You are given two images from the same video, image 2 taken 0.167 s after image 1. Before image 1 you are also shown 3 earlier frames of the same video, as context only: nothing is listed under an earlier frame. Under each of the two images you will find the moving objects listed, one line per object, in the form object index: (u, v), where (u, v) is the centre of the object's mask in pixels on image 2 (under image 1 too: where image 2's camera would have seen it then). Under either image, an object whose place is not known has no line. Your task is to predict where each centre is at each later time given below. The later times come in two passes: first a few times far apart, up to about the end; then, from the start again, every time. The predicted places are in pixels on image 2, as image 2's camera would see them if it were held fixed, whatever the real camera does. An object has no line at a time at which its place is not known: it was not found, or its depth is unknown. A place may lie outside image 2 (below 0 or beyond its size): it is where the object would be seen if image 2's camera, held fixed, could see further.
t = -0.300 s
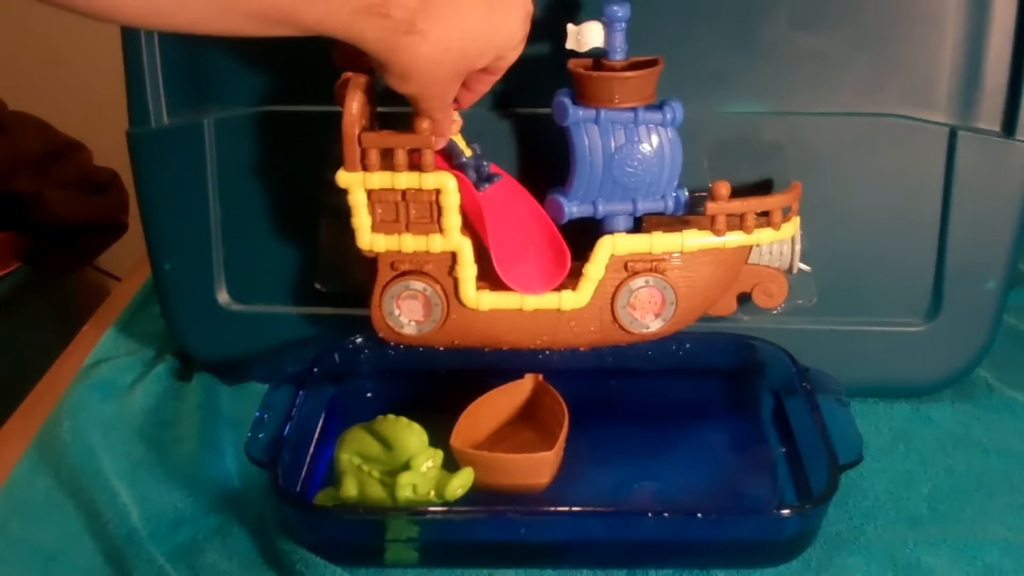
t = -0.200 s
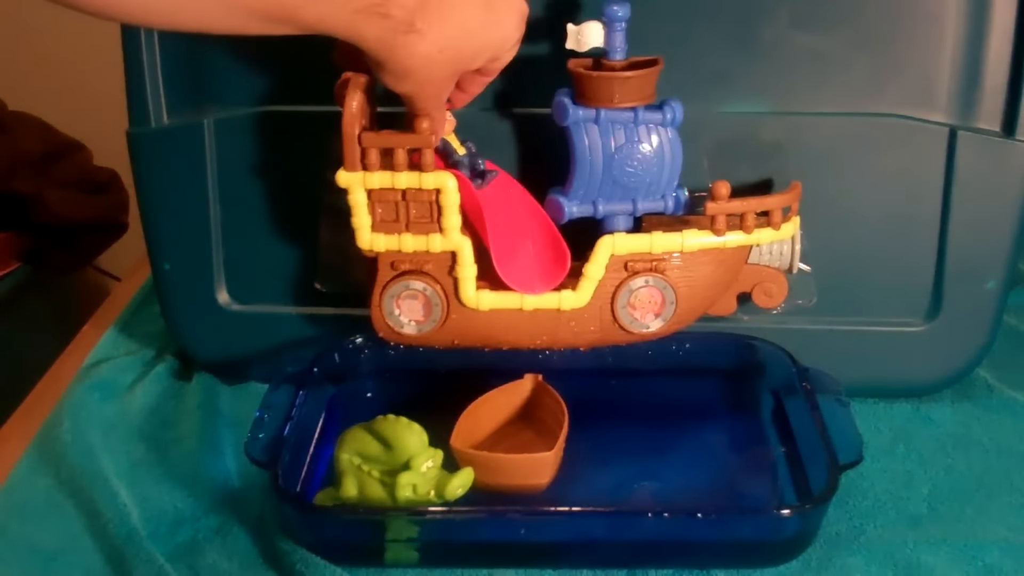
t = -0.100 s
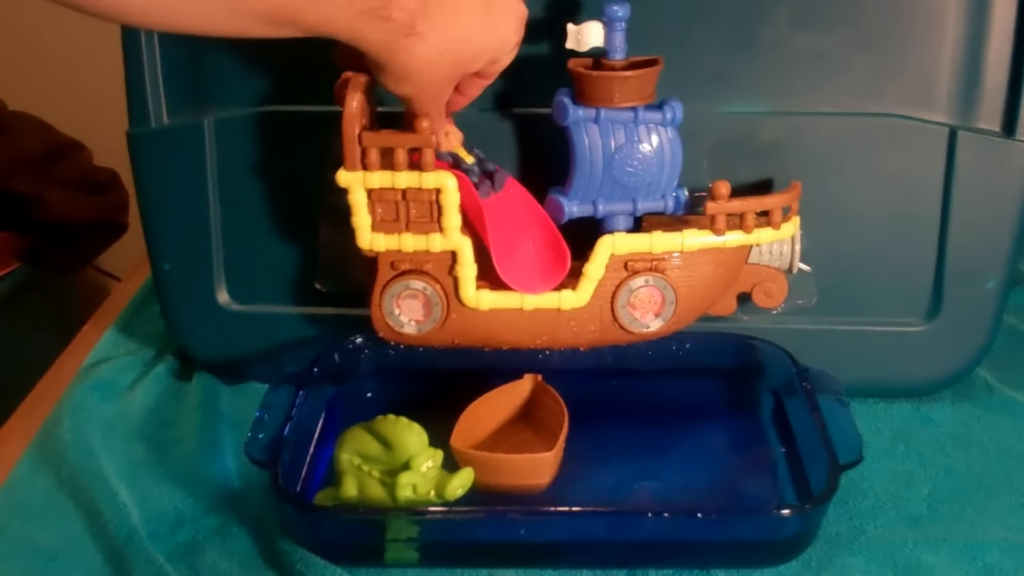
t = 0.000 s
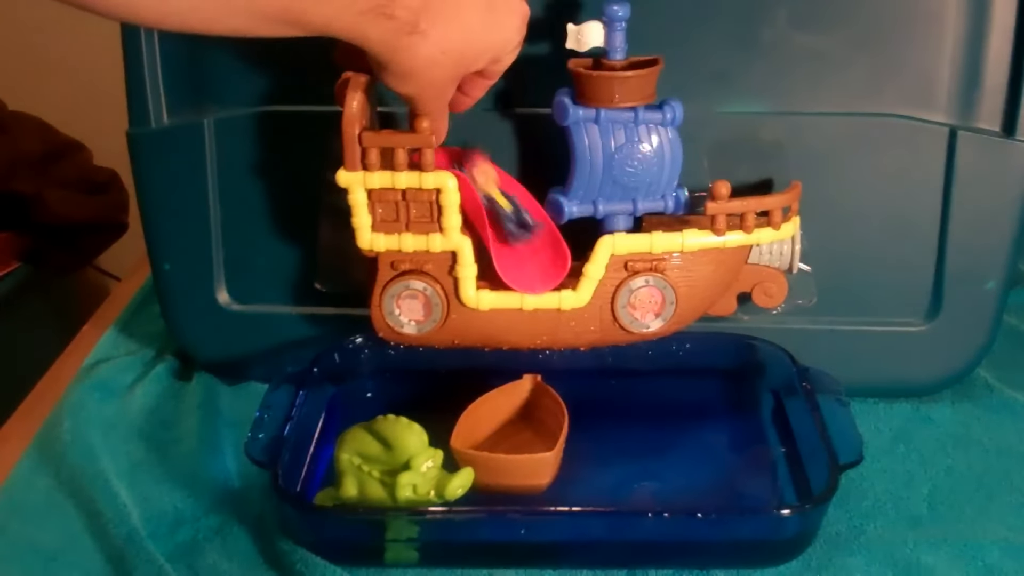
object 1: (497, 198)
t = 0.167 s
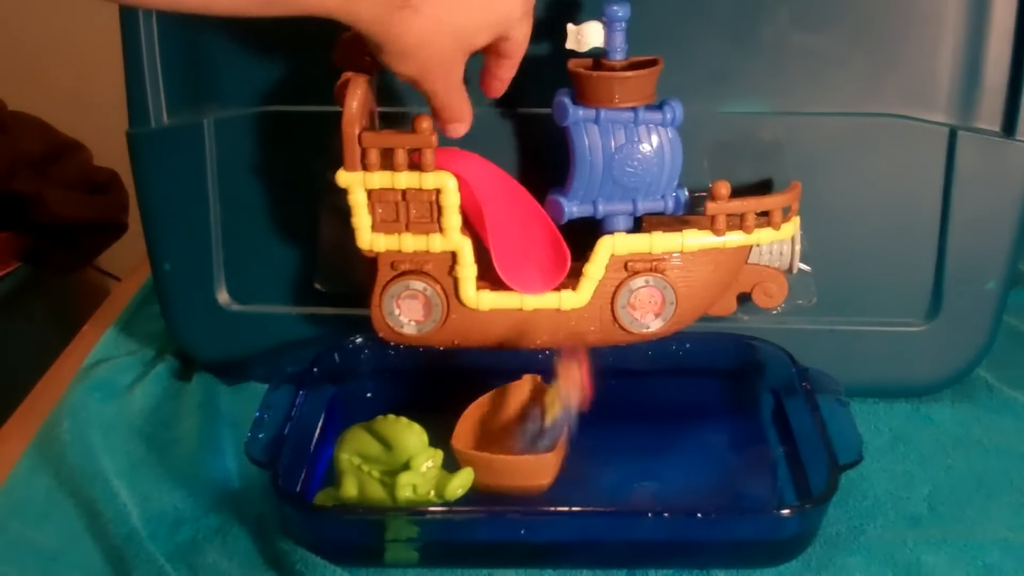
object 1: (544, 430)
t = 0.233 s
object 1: (543, 465)
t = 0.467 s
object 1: (543, 485)
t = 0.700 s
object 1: (549, 486)
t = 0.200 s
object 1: (543, 458)
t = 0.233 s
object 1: (543, 465)
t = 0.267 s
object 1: (550, 478)
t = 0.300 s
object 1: (550, 478)
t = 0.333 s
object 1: (550, 479)
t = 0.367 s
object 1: (548, 482)
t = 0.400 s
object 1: (547, 484)
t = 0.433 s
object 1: (548, 486)
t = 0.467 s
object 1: (543, 485)
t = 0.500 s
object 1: (548, 485)
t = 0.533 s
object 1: (550, 486)
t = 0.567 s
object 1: (550, 485)
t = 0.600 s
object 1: (551, 485)
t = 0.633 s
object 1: (548, 486)
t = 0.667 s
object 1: (548, 485)
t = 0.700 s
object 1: (549, 486)
